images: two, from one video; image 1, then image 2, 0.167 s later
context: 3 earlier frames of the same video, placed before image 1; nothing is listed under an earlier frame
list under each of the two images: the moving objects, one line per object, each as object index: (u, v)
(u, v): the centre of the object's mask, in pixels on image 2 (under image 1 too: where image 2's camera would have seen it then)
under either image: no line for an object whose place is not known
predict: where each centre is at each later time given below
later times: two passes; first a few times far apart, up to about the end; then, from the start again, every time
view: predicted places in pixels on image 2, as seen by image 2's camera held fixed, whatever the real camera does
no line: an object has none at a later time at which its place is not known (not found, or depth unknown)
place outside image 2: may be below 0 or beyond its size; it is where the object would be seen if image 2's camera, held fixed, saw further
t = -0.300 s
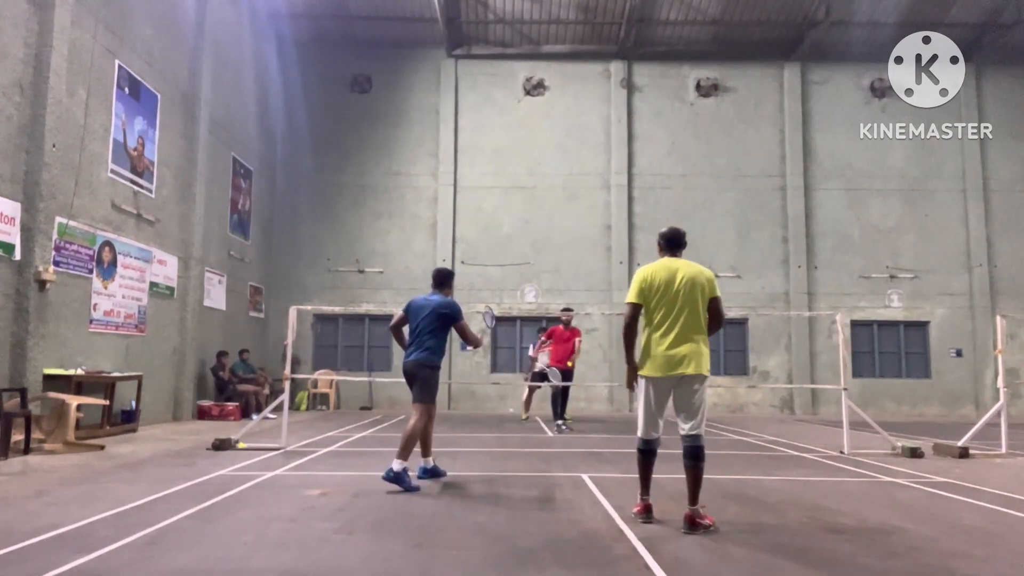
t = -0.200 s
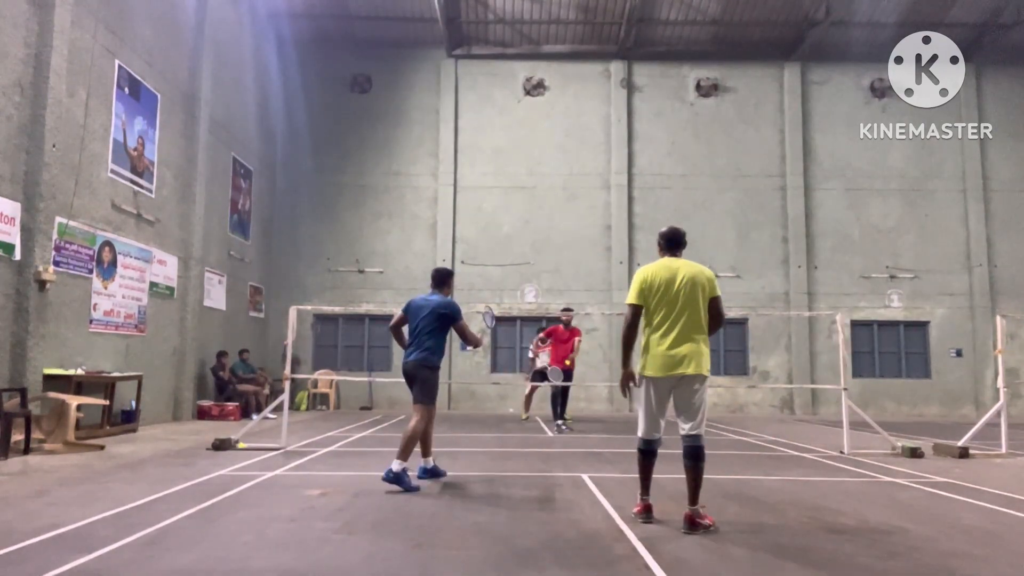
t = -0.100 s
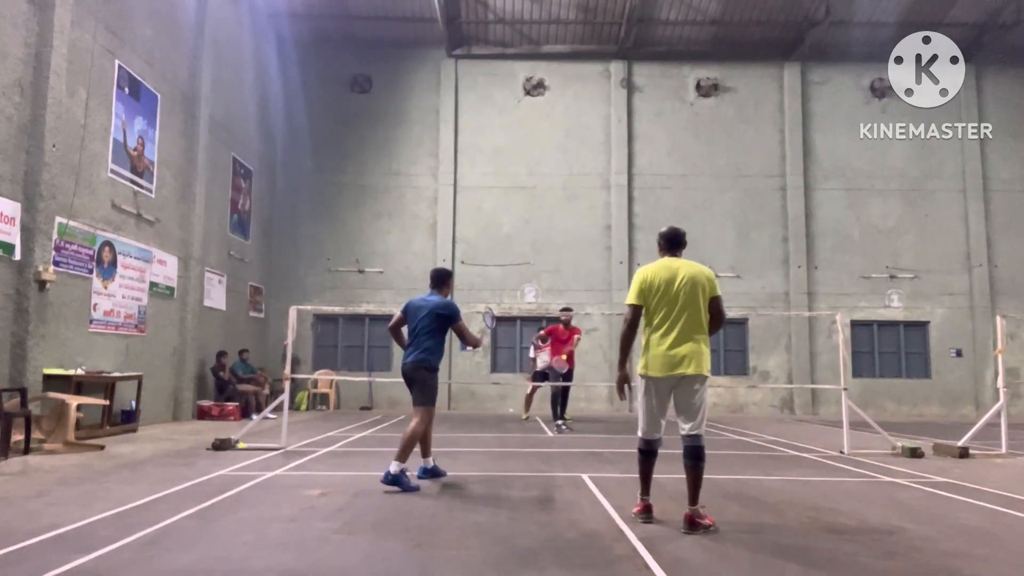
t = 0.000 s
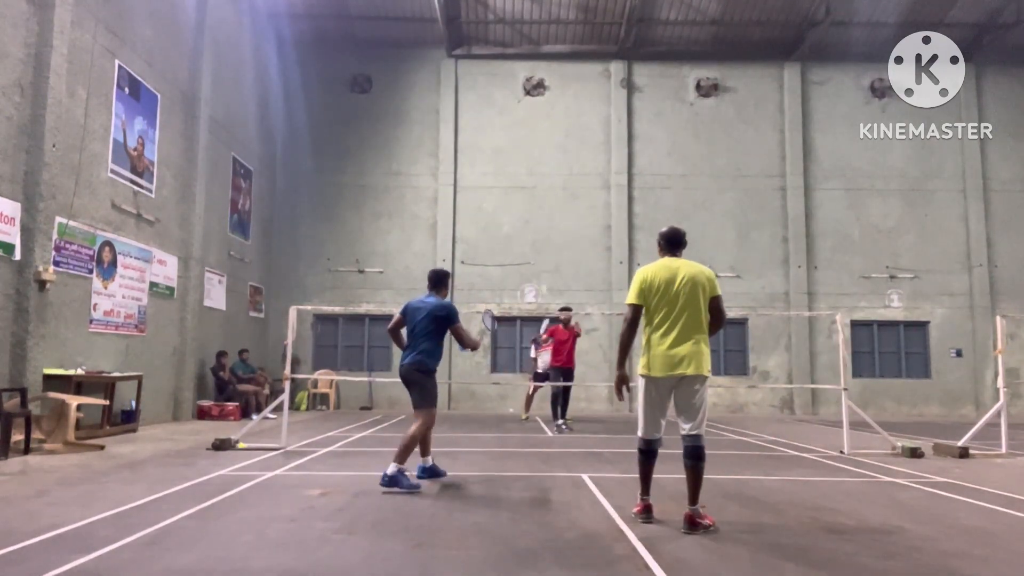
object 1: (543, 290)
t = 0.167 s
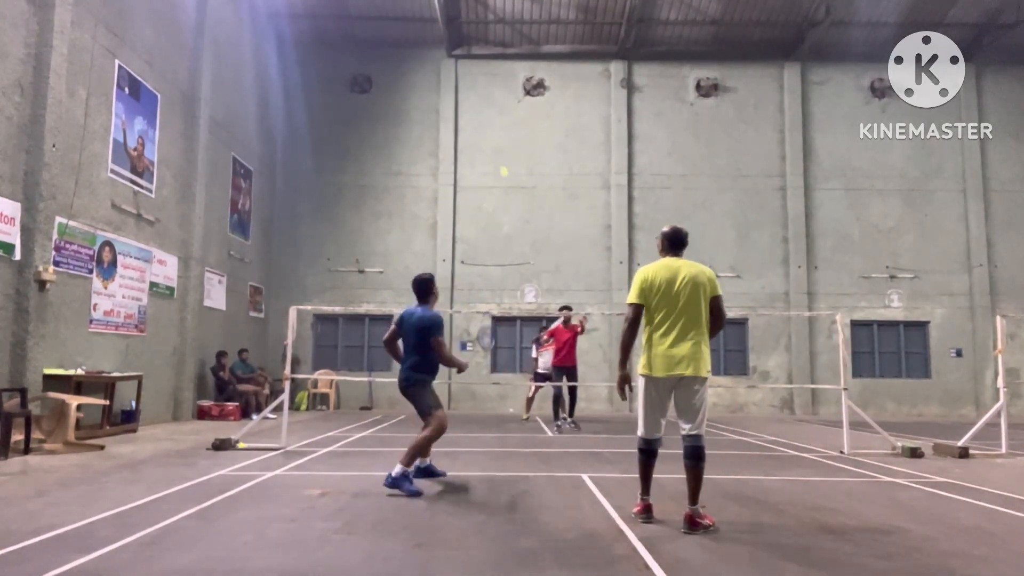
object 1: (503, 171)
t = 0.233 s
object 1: (489, 134)
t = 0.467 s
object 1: (435, 43)
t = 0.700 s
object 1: (374, 16)
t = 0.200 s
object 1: (496, 152)
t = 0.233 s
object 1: (489, 134)
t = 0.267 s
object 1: (480, 116)
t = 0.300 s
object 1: (474, 101)
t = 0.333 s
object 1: (466, 88)
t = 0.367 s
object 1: (459, 75)
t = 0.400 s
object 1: (451, 63)
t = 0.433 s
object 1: (443, 52)
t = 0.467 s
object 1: (435, 43)
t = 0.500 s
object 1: (427, 35)
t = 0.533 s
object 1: (419, 28)
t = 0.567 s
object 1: (410, 23)
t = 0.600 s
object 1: (402, 19)
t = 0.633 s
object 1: (393, 16)
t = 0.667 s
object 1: (383, 15)
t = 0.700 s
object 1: (374, 16)
